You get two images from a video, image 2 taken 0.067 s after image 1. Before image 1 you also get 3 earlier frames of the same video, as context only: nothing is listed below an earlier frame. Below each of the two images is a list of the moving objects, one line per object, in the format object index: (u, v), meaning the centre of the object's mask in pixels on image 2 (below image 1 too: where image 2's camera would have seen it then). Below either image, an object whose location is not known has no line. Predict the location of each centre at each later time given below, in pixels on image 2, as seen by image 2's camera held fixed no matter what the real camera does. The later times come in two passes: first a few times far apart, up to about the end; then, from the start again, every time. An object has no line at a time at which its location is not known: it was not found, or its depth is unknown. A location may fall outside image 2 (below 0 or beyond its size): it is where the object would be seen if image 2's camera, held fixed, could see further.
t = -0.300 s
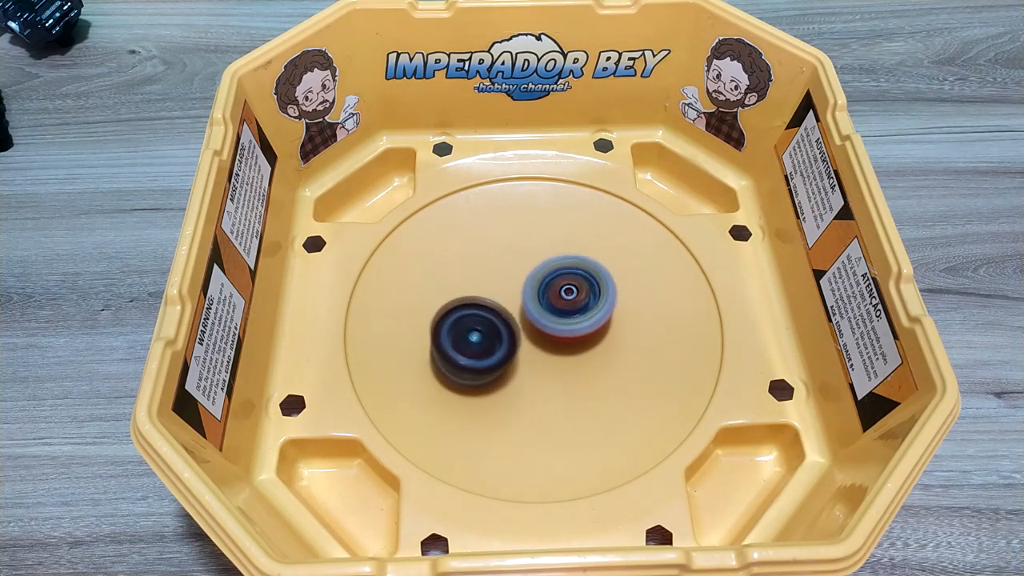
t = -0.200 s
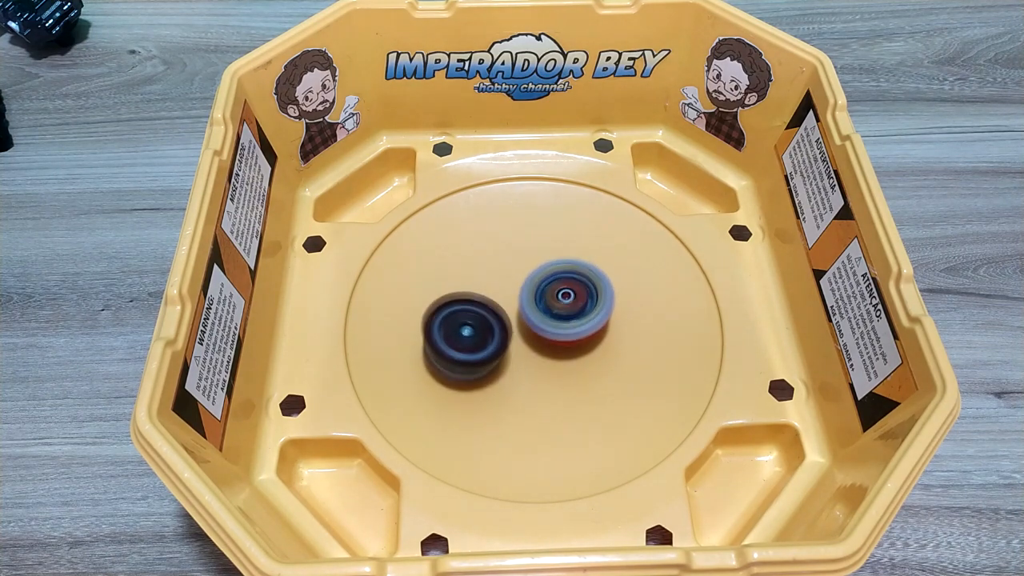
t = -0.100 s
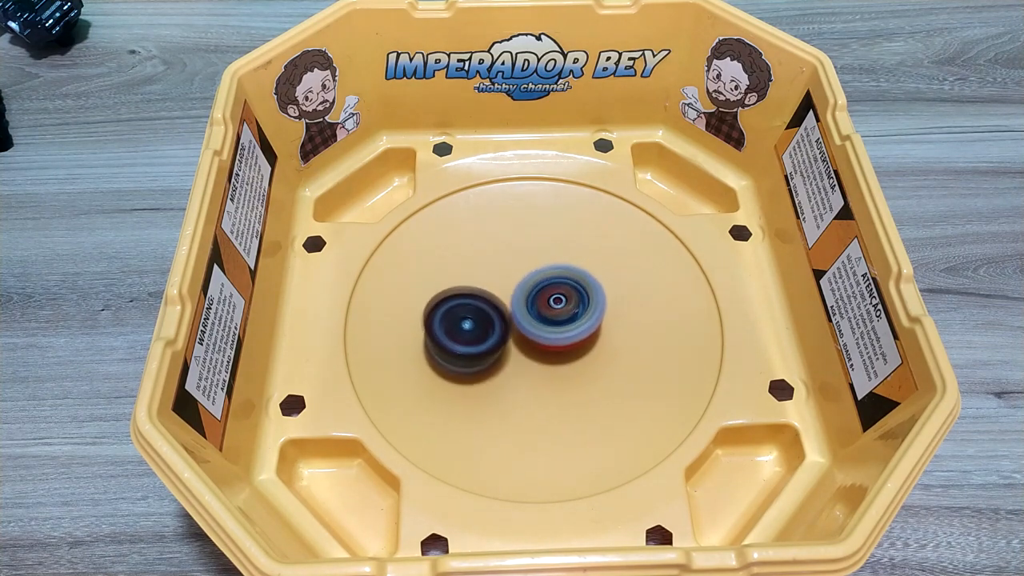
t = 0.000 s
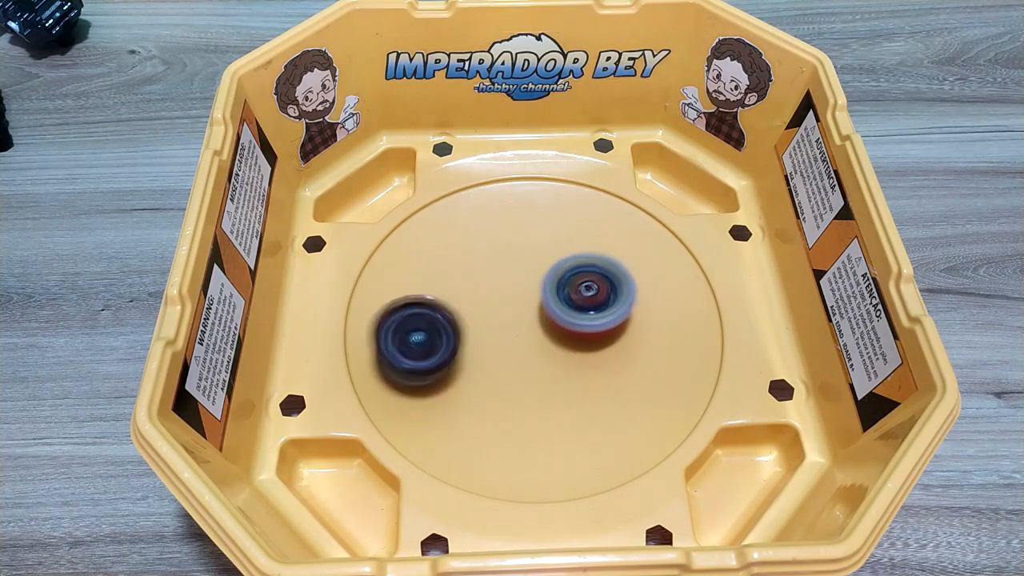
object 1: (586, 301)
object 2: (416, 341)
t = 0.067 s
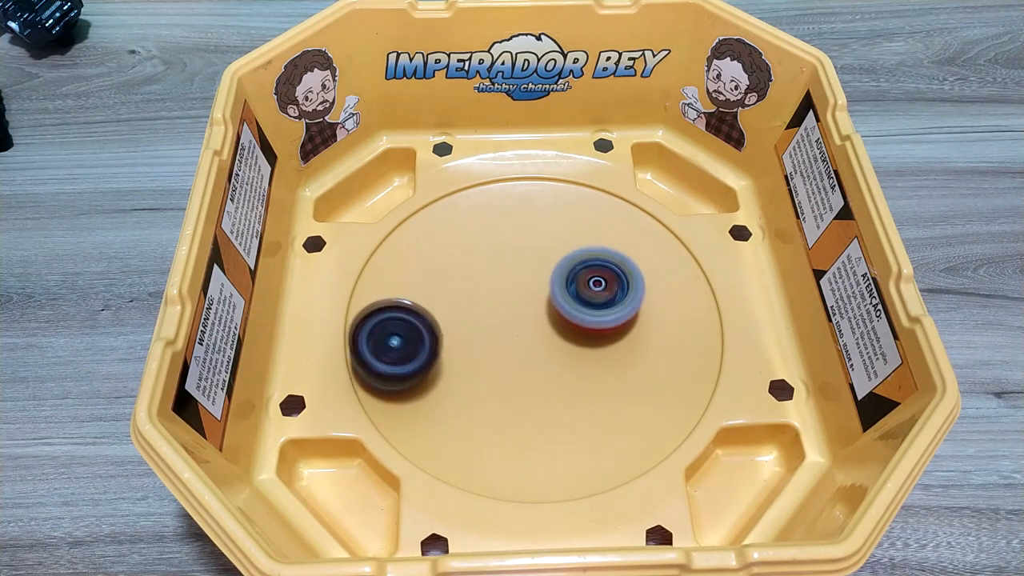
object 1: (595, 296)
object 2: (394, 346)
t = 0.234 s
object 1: (579, 294)
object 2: (417, 335)
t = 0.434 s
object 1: (606, 276)
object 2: (447, 331)
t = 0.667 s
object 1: (645, 256)
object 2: (416, 350)
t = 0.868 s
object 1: (601, 286)
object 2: (482, 333)
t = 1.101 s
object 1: (582, 305)
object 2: (489, 342)
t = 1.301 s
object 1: (567, 313)
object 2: (476, 351)
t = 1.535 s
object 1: (584, 268)
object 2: (439, 394)
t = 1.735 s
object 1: (590, 218)
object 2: (419, 408)
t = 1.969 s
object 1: (565, 234)
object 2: (503, 338)
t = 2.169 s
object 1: (565, 244)
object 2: (579, 361)
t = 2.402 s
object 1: (555, 275)
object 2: (594, 425)
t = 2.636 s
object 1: (531, 308)
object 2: (542, 393)
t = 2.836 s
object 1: (508, 269)
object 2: (529, 407)
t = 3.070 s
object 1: (496, 269)
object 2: (525, 360)
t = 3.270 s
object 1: (494, 253)
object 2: (547, 352)
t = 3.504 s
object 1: (506, 266)
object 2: (545, 339)
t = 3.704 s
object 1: (515, 276)
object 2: (553, 348)
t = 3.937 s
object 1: (516, 289)
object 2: (558, 363)
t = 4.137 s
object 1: (507, 296)
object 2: (564, 370)
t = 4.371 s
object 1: (496, 302)
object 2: (563, 363)
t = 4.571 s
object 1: (494, 297)
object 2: (565, 356)
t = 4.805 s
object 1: (495, 289)
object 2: (558, 347)
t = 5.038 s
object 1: (504, 286)
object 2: (559, 349)
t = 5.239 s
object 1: (511, 289)
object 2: (565, 357)
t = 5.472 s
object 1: (516, 296)
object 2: (577, 361)
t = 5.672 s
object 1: (508, 292)
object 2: (590, 366)
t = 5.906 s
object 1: (501, 290)
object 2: (572, 342)
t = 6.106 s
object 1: (498, 290)
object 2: (569, 338)
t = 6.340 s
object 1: (498, 290)
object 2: (567, 344)
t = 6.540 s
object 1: (500, 293)
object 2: (568, 351)
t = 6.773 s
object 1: (499, 297)
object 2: (574, 353)
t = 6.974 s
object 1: (497, 300)
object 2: (577, 347)
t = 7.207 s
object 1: (492, 302)
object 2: (573, 340)
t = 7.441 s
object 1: (491, 303)
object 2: (577, 342)
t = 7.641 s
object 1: (487, 304)
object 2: (582, 349)
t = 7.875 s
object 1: (487, 307)
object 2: (577, 343)
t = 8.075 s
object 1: (486, 308)
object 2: (579, 345)
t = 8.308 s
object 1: (488, 310)
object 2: (575, 341)
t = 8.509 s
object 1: (488, 311)
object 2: (574, 344)
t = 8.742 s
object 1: (489, 314)
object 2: (580, 343)
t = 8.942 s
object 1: (484, 310)
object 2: (586, 339)
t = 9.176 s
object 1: (488, 308)
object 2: (581, 330)
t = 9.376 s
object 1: (490, 312)
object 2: (579, 333)
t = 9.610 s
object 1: (490, 317)
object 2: (585, 334)
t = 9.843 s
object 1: (490, 316)
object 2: (586, 328)
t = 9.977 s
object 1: (489, 314)
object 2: (584, 321)
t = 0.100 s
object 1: (593, 295)
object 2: (390, 345)
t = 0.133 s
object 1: (590, 294)
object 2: (392, 344)
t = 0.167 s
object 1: (586, 294)
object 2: (397, 341)
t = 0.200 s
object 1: (582, 294)
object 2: (405, 338)
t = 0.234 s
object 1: (579, 294)
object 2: (417, 335)
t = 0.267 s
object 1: (576, 294)
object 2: (430, 330)
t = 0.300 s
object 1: (572, 294)
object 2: (443, 327)
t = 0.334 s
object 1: (569, 294)
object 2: (459, 324)
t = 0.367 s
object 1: (566, 294)
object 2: (474, 320)
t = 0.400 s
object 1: (581, 287)
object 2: (467, 323)
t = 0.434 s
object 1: (606, 276)
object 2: (447, 331)
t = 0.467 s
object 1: (627, 267)
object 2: (428, 338)
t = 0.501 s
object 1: (641, 259)
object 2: (416, 342)
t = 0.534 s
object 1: (649, 255)
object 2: (409, 345)
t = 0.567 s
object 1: (653, 253)
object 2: (406, 349)
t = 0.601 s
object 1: (653, 253)
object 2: (406, 350)
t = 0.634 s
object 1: (650, 254)
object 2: (409, 350)
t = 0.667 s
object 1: (645, 256)
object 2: (416, 350)
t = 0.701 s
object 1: (638, 259)
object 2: (423, 347)
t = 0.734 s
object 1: (631, 264)
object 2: (432, 345)
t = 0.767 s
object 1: (625, 269)
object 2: (444, 343)
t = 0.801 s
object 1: (617, 274)
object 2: (457, 339)
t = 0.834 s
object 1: (609, 279)
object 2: (470, 336)
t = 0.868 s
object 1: (601, 286)
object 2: (482, 333)
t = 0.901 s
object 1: (594, 292)
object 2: (496, 329)
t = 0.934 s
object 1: (589, 297)
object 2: (505, 327)
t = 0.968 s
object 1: (590, 298)
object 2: (502, 330)
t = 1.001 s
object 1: (588, 300)
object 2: (500, 332)
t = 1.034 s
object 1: (585, 302)
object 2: (500, 334)
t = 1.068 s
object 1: (584, 303)
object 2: (495, 338)
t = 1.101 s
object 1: (582, 305)
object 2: (489, 342)
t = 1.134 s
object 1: (580, 307)
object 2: (485, 345)
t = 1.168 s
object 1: (576, 309)
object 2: (483, 347)
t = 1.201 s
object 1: (572, 311)
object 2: (482, 348)
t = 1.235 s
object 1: (568, 313)
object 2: (482, 349)
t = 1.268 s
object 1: (566, 314)
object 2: (480, 350)
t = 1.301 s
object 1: (567, 313)
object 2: (476, 351)
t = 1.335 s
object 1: (567, 313)
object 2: (474, 352)
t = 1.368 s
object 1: (565, 312)
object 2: (474, 353)
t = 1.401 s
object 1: (562, 312)
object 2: (475, 353)
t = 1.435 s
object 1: (560, 312)
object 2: (478, 351)
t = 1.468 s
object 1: (561, 307)
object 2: (475, 357)
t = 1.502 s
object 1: (574, 284)
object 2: (456, 377)
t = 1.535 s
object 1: (584, 268)
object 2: (439, 394)
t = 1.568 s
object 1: (591, 253)
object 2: (426, 406)
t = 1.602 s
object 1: (595, 241)
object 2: (417, 415)
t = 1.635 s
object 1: (596, 232)
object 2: (412, 419)
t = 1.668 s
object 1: (595, 226)
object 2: (411, 419)
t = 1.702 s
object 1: (593, 221)
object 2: (414, 415)
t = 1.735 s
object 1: (590, 218)
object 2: (419, 408)
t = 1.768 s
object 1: (587, 216)
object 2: (427, 400)
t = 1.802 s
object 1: (583, 216)
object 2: (437, 391)
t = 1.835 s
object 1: (580, 217)
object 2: (448, 380)
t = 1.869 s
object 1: (576, 220)
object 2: (461, 370)
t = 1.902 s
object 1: (572, 224)
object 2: (474, 358)
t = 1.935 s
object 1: (569, 229)
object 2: (488, 348)
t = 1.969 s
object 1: (565, 234)
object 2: (503, 338)
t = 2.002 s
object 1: (562, 240)
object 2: (518, 328)
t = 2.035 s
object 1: (561, 242)
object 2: (534, 323)
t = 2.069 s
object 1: (562, 240)
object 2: (545, 331)
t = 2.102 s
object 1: (564, 241)
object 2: (556, 340)
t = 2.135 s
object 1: (565, 242)
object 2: (568, 350)
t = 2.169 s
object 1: (565, 244)
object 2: (579, 361)
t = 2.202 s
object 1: (564, 248)
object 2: (589, 373)
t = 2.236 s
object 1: (564, 251)
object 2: (596, 384)
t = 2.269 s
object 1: (563, 255)
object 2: (601, 395)
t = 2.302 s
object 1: (561, 259)
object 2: (603, 405)
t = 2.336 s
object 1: (559, 264)
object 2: (603, 414)
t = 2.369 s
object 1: (557, 269)
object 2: (600, 420)
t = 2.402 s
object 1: (555, 275)
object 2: (594, 425)
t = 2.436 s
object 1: (552, 280)
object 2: (588, 427)
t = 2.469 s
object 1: (549, 286)
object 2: (580, 426)
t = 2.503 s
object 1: (545, 291)
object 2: (572, 423)
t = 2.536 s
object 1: (542, 297)
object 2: (563, 418)
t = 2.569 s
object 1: (538, 301)
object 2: (556, 410)
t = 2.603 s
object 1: (535, 307)
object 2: (549, 402)
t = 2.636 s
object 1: (531, 308)
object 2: (542, 393)
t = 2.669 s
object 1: (528, 305)
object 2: (537, 391)
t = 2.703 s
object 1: (524, 294)
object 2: (533, 402)
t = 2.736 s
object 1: (520, 283)
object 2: (531, 408)
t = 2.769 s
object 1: (517, 276)
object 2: (530, 410)
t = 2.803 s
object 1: (512, 272)
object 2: (530, 410)
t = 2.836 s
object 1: (508, 269)
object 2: (529, 407)
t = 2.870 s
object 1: (505, 268)
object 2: (529, 400)
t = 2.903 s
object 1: (502, 268)
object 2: (527, 395)
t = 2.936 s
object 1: (500, 268)
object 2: (527, 389)
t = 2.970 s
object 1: (498, 268)
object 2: (526, 381)
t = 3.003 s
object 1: (497, 268)
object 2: (526, 374)
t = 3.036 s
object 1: (497, 269)
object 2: (526, 367)
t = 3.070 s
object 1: (496, 269)
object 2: (525, 360)
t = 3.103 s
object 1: (496, 268)
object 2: (526, 352)
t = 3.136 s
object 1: (495, 266)
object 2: (527, 345)
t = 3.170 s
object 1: (494, 262)
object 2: (533, 346)
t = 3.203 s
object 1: (493, 256)
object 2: (540, 351)
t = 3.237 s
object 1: (494, 254)
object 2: (544, 353)
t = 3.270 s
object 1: (494, 253)
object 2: (547, 352)
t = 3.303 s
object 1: (496, 253)
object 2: (549, 351)
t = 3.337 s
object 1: (497, 255)
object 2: (549, 349)
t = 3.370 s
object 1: (499, 257)
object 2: (548, 348)
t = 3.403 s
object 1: (501, 259)
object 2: (547, 346)
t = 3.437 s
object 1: (502, 261)
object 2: (546, 343)
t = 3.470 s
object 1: (504, 263)
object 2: (546, 341)
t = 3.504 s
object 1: (506, 266)
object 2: (545, 339)
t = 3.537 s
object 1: (507, 267)
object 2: (546, 338)
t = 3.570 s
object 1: (508, 269)
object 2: (549, 345)
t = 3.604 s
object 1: (511, 270)
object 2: (551, 346)
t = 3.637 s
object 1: (512, 272)
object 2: (552, 347)
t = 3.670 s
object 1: (514, 274)
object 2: (552, 347)
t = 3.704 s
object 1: (515, 276)
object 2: (553, 348)
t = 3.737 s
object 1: (516, 277)
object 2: (555, 350)
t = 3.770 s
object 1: (517, 279)
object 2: (556, 353)
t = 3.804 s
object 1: (518, 281)
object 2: (556, 354)
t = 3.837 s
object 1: (518, 283)
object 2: (558, 359)
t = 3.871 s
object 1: (517, 285)
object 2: (559, 362)
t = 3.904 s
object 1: (517, 287)
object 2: (559, 362)
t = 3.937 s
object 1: (516, 289)
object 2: (558, 363)
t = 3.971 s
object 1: (515, 291)
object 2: (558, 364)
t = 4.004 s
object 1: (514, 292)
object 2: (559, 365)
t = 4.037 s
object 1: (513, 293)
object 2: (559, 367)
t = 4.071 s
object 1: (512, 295)
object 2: (560, 368)
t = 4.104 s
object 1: (509, 296)
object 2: (562, 370)
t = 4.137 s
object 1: (507, 296)
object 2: (564, 370)
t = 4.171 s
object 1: (506, 297)
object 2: (564, 370)
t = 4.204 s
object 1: (505, 299)
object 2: (563, 369)
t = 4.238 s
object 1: (503, 300)
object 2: (563, 368)
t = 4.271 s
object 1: (501, 301)
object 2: (562, 366)
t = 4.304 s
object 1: (499, 302)
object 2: (562, 365)
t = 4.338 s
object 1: (497, 302)
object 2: (562, 364)
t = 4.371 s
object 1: (496, 302)
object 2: (563, 363)
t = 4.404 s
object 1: (496, 301)
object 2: (563, 362)
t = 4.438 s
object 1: (496, 300)
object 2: (563, 360)
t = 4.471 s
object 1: (495, 299)
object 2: (567, 361)
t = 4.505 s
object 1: (495, 298)
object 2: (568, 360)
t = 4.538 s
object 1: (494, 297)
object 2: (567, 358)
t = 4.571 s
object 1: (494, 297)
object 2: (565, 356)
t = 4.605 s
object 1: (494, 296)
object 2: (562, 355)
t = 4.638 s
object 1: (493, 294)
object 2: (560, 352)
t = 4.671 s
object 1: (493, 293)
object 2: (558, 350)
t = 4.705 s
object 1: (493, 292)
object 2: (558, 349)
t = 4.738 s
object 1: (493, 291)
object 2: (558, 348)
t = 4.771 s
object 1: (494, 290)
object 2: (558, 347)
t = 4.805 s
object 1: (495, 289)
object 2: (558, 347)
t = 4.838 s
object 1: (496, 288)
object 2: (557, 346)
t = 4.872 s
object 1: (497, 288)
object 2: (558, 346)
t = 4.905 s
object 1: (498, 286)
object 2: (558, 346)
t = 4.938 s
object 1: (499, 287)
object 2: (558, 346)
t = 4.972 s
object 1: (500, 286)
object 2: (558, 347)
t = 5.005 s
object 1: (502, 286)
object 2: (559, 348)
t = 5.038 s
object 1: (504, 286)
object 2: (559, 349)
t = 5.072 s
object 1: (506, 286)
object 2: (560, 350)
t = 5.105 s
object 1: (507, 286)
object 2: (561, 352)
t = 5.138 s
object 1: (508, 287)
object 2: (561, 353)
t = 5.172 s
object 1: (509, 287)
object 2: (563, 355)
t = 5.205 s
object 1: (510, 288)
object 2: (563, 356)
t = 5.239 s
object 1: (511, 289)
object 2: (565, 357)
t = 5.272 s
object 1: (512, 289)
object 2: (568, 358)
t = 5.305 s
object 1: (513, 291)
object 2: (568, 360)
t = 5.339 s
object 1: (514, 292)
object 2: (571, 361)
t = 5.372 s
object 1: (515, 292)
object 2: (574, 362)
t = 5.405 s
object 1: (516, 294)
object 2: (575, 362)
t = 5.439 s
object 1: (516, 295)
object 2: (576, 362)
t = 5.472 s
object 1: (516, 296)
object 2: (577, 361)
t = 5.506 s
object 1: (516, 296)
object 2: (580, 362)
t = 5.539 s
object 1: (513, 293)
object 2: (585, 368)
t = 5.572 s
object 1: (511, 291)
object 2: (591, 369)
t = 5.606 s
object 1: (510, 291)
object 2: (592, 370)
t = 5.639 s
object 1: (509, 292)
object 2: (591, 368)
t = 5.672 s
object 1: (508, 292)
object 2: (590, 366)
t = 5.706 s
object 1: (507, 292)
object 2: (588, 363)
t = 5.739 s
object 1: (506, 293)
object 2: (585, 361)
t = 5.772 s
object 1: (505, 293)
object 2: (581, 359)
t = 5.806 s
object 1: (505, 294)
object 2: (578, 355)
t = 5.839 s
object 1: (503, 293)
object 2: (574, 350)
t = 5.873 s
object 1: (502, 291)
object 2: (572, 346)
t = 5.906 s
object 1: (501, 290)
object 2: (572, 342)
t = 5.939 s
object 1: (501, 290)
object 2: (572, 341)
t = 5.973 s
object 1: (499, 290)
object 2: (571, 340)
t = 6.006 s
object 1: (498, 290)
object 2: (570, 338)
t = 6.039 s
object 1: (498, 289)
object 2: (570, 338)
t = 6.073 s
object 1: (498, 289)
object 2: (570, 338)
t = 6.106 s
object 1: (498, 290)
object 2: (569, 338)
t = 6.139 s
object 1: (497, 290)
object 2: (568, 338)
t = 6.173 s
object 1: (497, 289)
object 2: (568, 338)
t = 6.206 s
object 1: (498, 289)
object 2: (569, 340)
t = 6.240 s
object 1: (498, 289)
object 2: (570, 340)
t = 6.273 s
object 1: (498, 290)
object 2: (569, 341)
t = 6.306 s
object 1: (498, 291)
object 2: (567, 341)
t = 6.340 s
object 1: (498, 290)
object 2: (567, 344)
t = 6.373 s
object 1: (499, 290)
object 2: (568, 345)
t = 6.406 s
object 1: (500, 291)
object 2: (567, 345)
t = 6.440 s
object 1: (499, 291)
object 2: (566, 347)
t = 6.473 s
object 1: (499, 291)
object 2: (566, 347)
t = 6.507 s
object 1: (500, 292)
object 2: (566, 348)
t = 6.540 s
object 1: (500, 293)
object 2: (568, 351)
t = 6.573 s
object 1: (500, 293)
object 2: (571, 355)
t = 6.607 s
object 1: (500, 294)
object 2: (572, 355)
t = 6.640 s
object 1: (500, 295)
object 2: (572, 354)
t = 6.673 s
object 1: (500, 296)
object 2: (572, 354)
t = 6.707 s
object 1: (500, 297)
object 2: (572, 354)
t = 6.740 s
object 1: (499, 297)
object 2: (573, 354)
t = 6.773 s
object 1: (499, 297)
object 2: (574, 353)
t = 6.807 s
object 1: (499, 298)
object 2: (573, 352)
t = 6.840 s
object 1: (499, 299)
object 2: (574, 352)
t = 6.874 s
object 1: (498, 299)
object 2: (574, 351)
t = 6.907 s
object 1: (498, 299)
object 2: (576, 349)
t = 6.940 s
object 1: (497, 299)
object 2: (577, 348)
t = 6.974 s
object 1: (497, 300)
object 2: (577, 347)
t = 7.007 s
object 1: (495, 300)
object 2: (576, 345)
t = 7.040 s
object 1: (495, 300)
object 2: (576, 344)
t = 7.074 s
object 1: (494, 301)
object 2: (577, 342)
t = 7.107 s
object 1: (493, 301)
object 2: (577, 342)
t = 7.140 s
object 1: (492, 301)
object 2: (577, 341)
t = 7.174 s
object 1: (492, 302)
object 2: (575, 341)
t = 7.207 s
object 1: (492, 302)
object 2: (573, 340)
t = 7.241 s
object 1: (491, 302)
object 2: (573, 339)
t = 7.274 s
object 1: (491, 302)
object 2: (573, 339)
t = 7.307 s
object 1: (491, 302)
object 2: (572, 340)
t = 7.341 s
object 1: (491, 302)
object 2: (574, 340)
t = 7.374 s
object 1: (490, 302)
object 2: (577, 342)
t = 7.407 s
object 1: (491, 303)
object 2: (578, 343)
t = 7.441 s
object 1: (491, 303)
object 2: (577, 342)
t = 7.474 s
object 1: (491, 303)
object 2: (575, 343)
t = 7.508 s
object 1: (492, 304)
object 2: (573, 343)
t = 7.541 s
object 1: (490, 303)
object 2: (575, 346)
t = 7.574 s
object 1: (487, 303)
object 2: (579, 349)
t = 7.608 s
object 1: (487, 303)
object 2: (582, 350)
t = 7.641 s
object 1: (487, 304)
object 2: (582, 349)
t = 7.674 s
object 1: (487, 305)
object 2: (581, 348)
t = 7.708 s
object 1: (487, 305)
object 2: (580, 347)
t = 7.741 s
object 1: (488, 306)
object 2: (578, 346)
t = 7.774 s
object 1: (488, 308)
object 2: (577, 345)
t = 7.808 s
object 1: (488, 308)
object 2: (575, 344)
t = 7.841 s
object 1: (488, 308)
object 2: (575, 343)
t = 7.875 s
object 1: (487, 307)
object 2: (577, 343)
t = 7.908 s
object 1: (486, 306)
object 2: (581, 346)
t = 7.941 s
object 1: (486, 306)
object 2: (585, 346)
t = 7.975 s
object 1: (486, 307)
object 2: (585, 346)
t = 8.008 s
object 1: (485, 307)
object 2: (584, 346)
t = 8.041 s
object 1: (485, 307)
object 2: (582, 345)
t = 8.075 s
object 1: (486, 308)
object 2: (579, 345)
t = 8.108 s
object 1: (487, 309)
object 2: (577, 343)
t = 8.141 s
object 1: (486, 309)
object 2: (574, 342)
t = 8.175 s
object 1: (486, 310)
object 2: (572, 341)
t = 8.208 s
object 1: (487, 309)
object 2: (571, 341)
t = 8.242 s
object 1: (487, 309)
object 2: (573, 341)
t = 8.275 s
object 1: (488, 309)
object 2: (573, 341)
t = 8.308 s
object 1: (488, 310)
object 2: (575, 341)
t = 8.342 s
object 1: (487, 309)
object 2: (576, 342)
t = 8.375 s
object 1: (488, 309)
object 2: (576, 342)
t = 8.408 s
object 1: (488, 310)
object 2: (576, 343)
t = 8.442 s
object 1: (488, 311)
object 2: (574, 343)
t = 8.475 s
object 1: (488, 311)
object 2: (574, 343)
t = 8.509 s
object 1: (488, 311)
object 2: (574, 344)
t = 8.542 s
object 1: (489, 311)
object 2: (575, 344)
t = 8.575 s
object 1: (489, 311)
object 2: (577, 344)
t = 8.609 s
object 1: (489, 312)
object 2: (580, 344)
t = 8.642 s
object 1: (489, 312)
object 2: (581, 344)
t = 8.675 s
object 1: (489, 314)
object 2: (581, 343)
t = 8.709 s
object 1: (488, 314)
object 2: (582, 342)
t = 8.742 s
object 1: (489, 314)
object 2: (580, 343)
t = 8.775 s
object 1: (487, 312)
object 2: (584, 343)
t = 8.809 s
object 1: (483, 311)
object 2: (589, 344)
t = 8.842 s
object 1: (482, 310)
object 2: (592, 343)
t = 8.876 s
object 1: (483, 310)
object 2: (592, 341)
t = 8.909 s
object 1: (483, 310)
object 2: (588, 341)
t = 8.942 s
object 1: (484, 310)
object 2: (586, 339)
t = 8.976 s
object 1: (484, 310)
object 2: (582, 337)
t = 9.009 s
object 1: (484, 310)
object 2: (579, 335)
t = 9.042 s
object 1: (484, 310)
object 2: (575, 332)
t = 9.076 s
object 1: (484, 309)
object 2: (576, 331)
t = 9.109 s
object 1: (484, 307)
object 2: (578, 331)
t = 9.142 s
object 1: (486, 307)
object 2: (581, 331)
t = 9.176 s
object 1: (488, 308)
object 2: (581, 330)
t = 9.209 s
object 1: (488, 309)
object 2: (579, 330)
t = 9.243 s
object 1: (487, 309)
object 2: (579, 331)
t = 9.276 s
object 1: (487, 309)
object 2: (580, 332)
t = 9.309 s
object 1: (488, 309)
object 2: (581, 332)
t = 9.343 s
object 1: (490, 310)
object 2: (580, 333)
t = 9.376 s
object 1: (490, 312)
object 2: (579, 333)
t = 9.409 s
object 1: (490, 313)
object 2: (579, 334)
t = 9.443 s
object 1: (490, 313)
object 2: (579, 333)
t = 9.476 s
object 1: (491, 313)
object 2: (581, 335)
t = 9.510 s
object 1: (490, 314)
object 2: (584, 337)
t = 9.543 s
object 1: (491, 314)
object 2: (584, 336)
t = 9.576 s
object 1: (491, 315)
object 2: (584, 336)
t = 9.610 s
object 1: (490, 317)
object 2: (585, 334)
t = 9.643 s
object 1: (489, 317)
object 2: (585, 334)
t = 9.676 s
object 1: (488, 316)
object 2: (586, 333)
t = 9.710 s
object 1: (487, 316)
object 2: (587, 333)
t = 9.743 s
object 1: (489, 316)
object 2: (588, 331)
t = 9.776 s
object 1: (490, 316)
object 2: (587, 330)
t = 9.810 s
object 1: (490, 316)
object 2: (587, 330)
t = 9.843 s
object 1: (490, 316)
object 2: (586, 328)
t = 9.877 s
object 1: (488, 315)
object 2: (587, 327)
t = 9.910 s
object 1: (487, 313)
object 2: (588, 324)
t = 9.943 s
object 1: (489, 313)
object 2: (586, 323)
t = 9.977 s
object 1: (489, 314)
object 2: (584, 321)
